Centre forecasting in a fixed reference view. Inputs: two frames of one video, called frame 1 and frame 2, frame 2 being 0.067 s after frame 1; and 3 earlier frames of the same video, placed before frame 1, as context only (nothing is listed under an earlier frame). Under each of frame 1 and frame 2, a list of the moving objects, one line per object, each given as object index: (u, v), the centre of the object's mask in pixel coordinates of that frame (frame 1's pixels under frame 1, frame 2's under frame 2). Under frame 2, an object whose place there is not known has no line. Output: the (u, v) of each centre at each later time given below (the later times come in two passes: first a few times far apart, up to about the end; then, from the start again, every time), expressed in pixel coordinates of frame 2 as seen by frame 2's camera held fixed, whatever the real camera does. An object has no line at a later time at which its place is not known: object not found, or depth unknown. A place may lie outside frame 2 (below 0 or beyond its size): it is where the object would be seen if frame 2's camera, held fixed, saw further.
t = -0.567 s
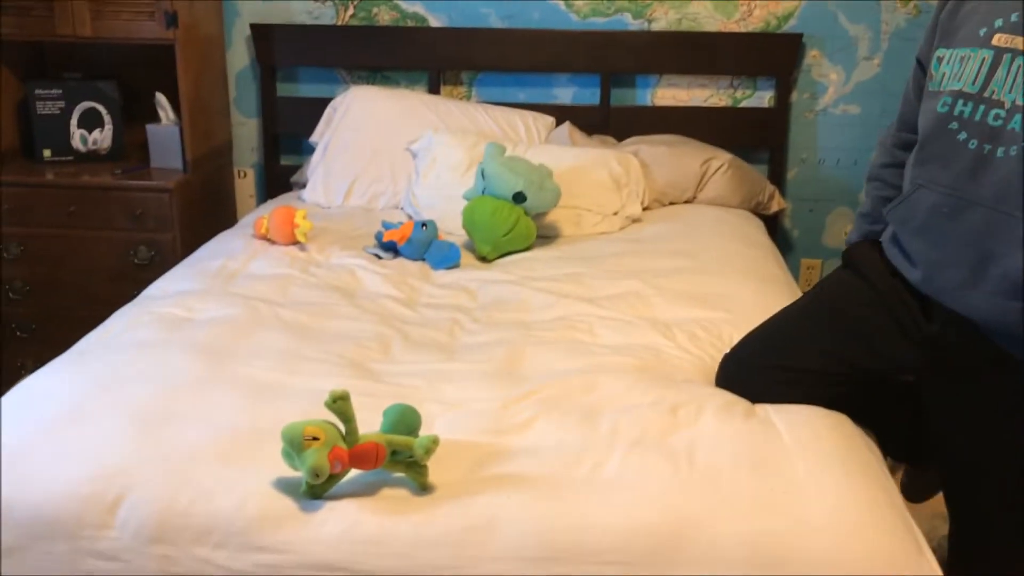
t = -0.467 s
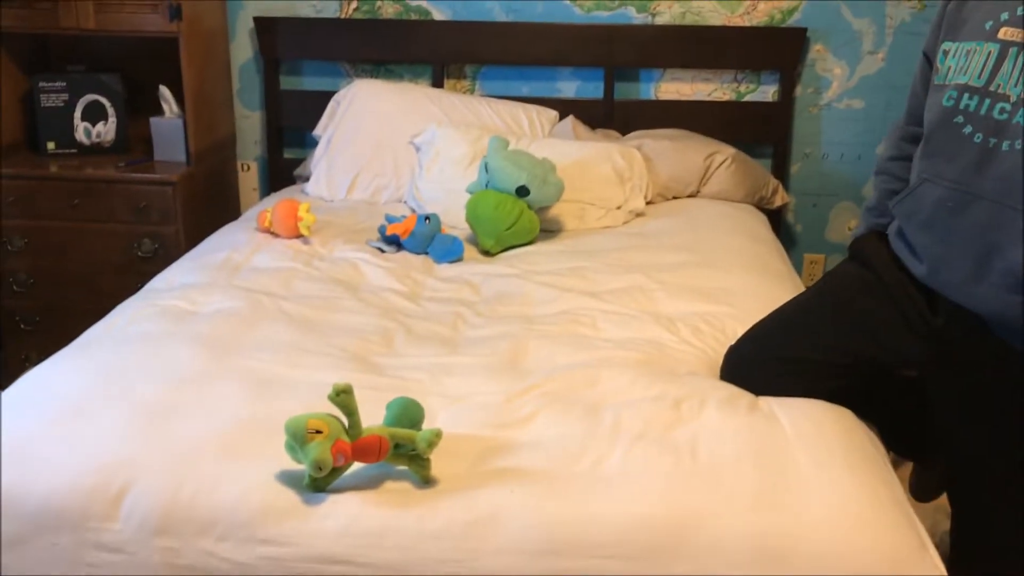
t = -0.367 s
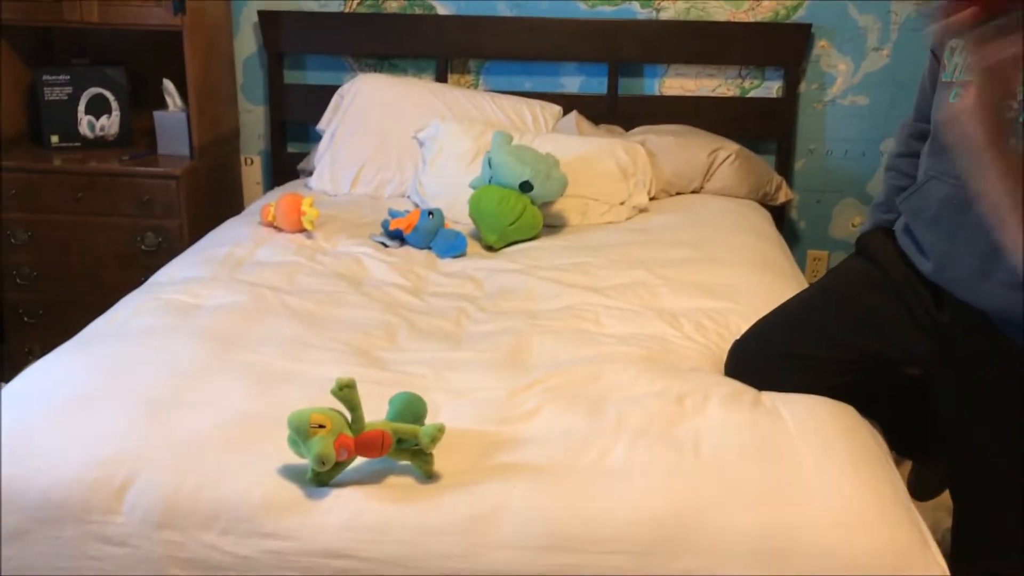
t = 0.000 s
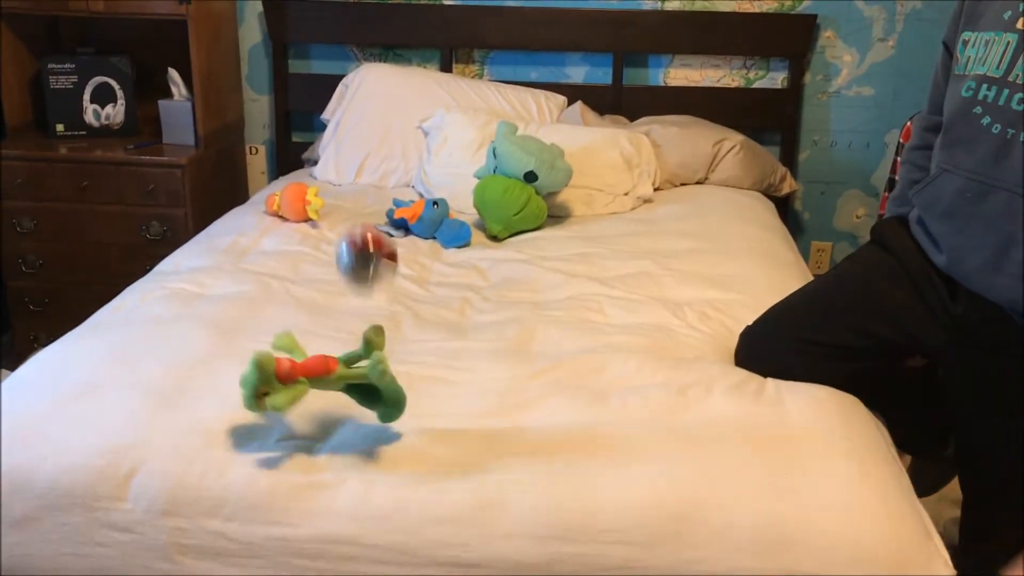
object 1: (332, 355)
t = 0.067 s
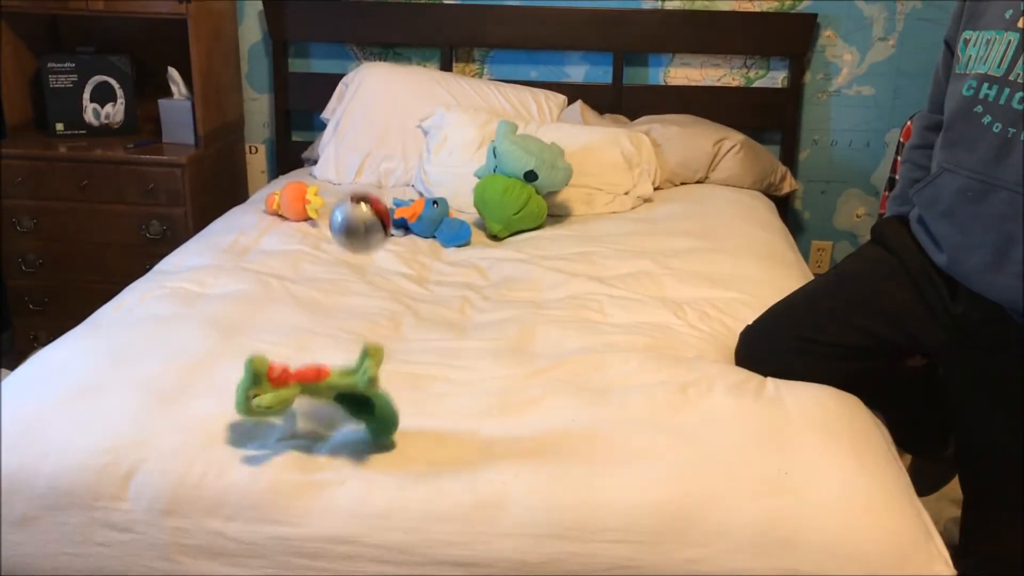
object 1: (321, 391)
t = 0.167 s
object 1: (309, 411)
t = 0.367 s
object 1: (305, 428)
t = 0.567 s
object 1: (304, 429)
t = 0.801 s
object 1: (305, 429)
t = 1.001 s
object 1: (304, 429)
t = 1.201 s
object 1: (305, 429)
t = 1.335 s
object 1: (304, 429)
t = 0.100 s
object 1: (316, 403)
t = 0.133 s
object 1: (309, 410)
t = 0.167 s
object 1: (309, 411)
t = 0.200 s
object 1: (311, 411)
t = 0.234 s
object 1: (310, 416)
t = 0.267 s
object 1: (307, 421)
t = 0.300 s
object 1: (305, 423)
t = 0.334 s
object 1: (306, 426)
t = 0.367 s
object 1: (305, 428)
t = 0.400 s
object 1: (305, 429)
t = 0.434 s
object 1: (304, 430)
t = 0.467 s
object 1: (304, 429)
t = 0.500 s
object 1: (304, 429)
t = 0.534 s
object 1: (305, 429)
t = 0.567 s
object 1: (304, 429)
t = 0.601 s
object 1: (304, 429)
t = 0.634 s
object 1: (305, 429)
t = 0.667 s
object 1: (305, 429)
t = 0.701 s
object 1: (304, 429)
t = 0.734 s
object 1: (304, 429)
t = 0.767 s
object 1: (305, 429)
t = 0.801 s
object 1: (305, 429)
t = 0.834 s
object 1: (305, 429)
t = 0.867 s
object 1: (304, 429)
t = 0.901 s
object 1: (305, 429)
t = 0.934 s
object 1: (304, 429)
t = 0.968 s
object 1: (304, 429)
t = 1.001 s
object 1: (304, 429)
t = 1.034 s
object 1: (304, 429)
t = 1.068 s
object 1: (304, 429)
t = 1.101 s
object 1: (304, 429)
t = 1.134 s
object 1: (304, 429)
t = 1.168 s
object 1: (304, 429)
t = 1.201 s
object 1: (305, 429)
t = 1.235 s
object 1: (304, 429)
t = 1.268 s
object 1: (304, 429)
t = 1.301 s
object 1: (304, 429)
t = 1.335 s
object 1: (304, 429)
